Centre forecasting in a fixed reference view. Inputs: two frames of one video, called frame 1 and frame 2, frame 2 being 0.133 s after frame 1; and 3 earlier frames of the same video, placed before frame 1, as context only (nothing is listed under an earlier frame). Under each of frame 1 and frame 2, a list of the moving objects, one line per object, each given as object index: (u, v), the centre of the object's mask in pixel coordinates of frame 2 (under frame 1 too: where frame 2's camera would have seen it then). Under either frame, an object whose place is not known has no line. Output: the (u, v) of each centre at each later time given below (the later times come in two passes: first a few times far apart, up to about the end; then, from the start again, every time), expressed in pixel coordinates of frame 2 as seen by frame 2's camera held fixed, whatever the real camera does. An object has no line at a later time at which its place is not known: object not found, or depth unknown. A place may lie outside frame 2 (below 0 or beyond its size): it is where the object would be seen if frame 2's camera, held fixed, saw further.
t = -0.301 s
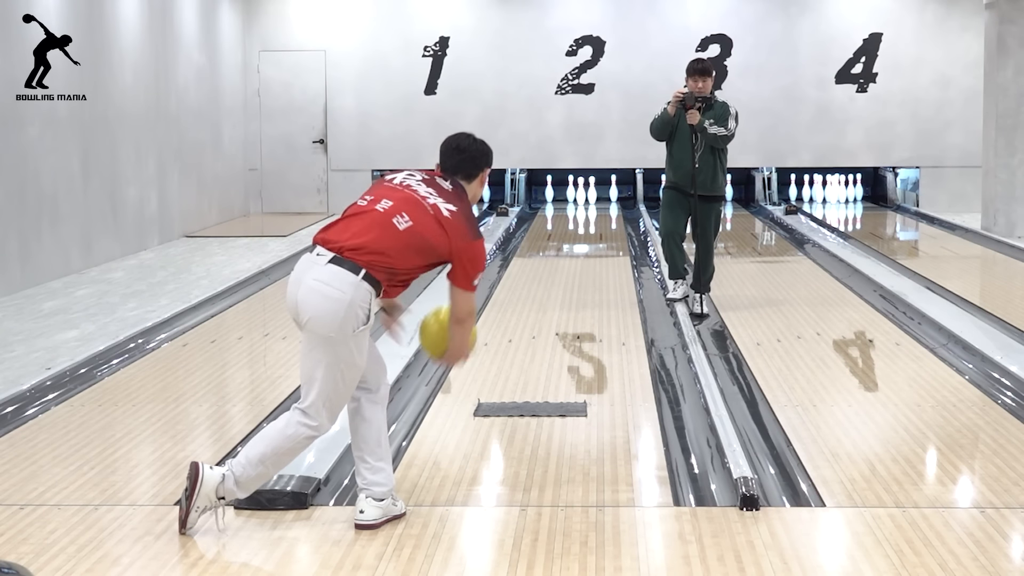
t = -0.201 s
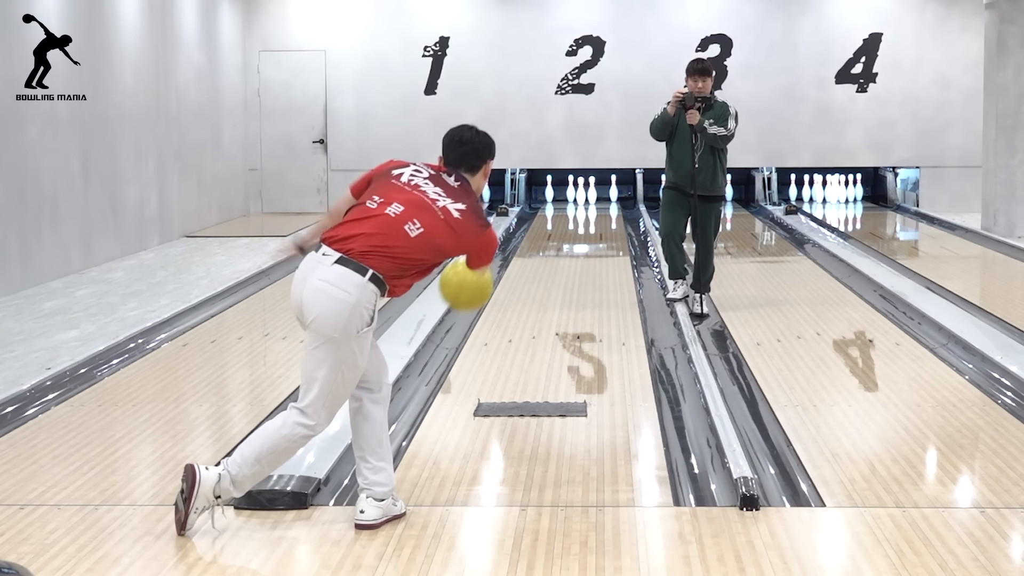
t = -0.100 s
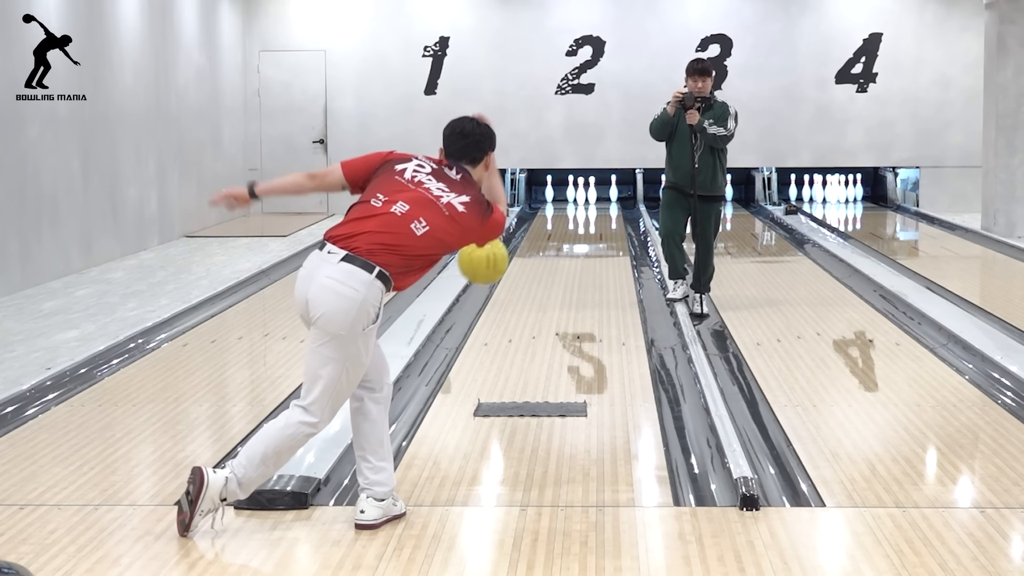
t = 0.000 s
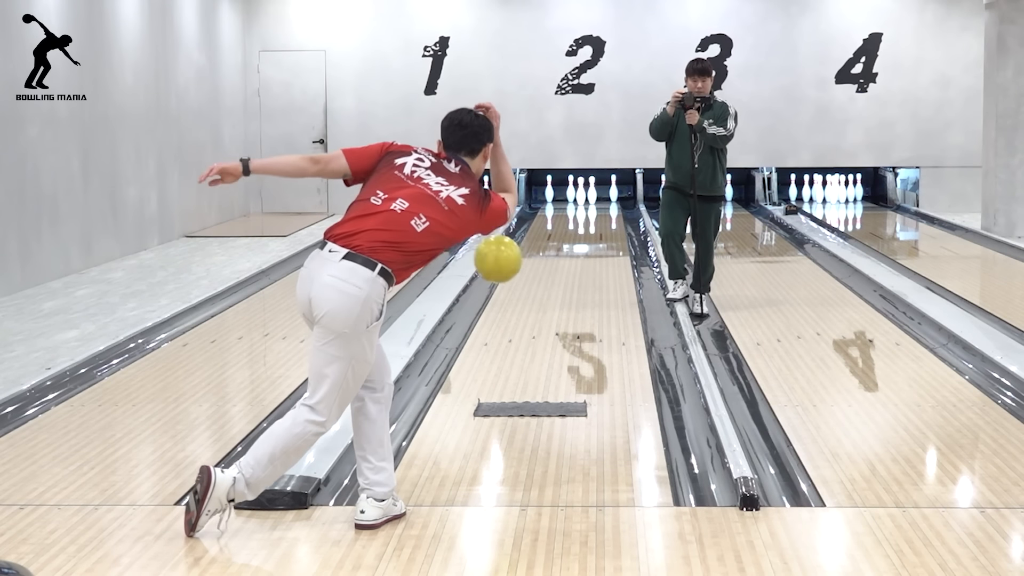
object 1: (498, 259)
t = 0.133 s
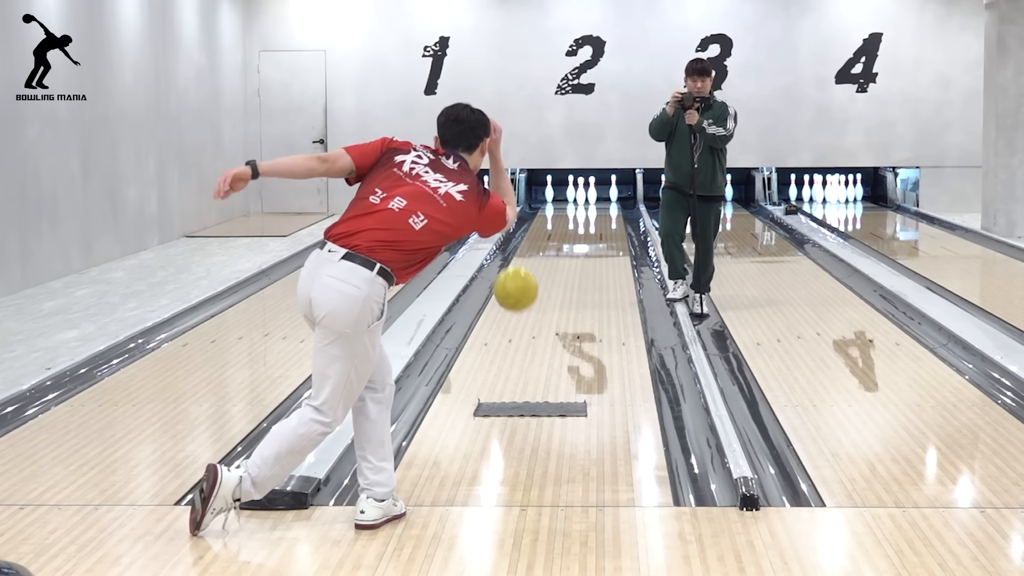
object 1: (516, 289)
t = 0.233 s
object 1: (528, 331)
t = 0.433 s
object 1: (547, 320)
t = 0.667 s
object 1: (566, 314)
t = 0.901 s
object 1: (580, 296)
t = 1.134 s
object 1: (591, 280)
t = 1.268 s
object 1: (597, 273)
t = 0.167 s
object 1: (520, 301)
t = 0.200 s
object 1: (524, 316)
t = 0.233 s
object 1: (528, 331)
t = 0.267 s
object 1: (531, 348)
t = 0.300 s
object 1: (535, 347)
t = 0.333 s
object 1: (538, 337)
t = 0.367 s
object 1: (541, 329)
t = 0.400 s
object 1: (544, 324)
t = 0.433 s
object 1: (547, 320)
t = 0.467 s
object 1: (550, 319)
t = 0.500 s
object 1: (553, 319)
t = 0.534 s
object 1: (556, 321)
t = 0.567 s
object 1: (558, 323)
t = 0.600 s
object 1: (561, 319)
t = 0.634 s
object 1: (563, 316)
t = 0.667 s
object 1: (566, 314)
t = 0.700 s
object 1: (568, 311)
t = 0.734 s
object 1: (570, 309)
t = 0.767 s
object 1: (572, 306)
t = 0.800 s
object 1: (574, 303)
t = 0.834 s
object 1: (576, 301)
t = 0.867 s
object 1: (578, 298)
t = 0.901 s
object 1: (580, 296)
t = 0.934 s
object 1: (582, 294)
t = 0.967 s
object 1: (583, 291)
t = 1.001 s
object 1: (585, 289)
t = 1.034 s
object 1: (587, 287)
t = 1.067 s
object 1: (588, 285)
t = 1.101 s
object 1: (590, 282)
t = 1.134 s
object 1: (591, 280)
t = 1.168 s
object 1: (593, 279)
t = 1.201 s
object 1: (594, 277)
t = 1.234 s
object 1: (595, 274)
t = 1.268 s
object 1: (597, 273)
